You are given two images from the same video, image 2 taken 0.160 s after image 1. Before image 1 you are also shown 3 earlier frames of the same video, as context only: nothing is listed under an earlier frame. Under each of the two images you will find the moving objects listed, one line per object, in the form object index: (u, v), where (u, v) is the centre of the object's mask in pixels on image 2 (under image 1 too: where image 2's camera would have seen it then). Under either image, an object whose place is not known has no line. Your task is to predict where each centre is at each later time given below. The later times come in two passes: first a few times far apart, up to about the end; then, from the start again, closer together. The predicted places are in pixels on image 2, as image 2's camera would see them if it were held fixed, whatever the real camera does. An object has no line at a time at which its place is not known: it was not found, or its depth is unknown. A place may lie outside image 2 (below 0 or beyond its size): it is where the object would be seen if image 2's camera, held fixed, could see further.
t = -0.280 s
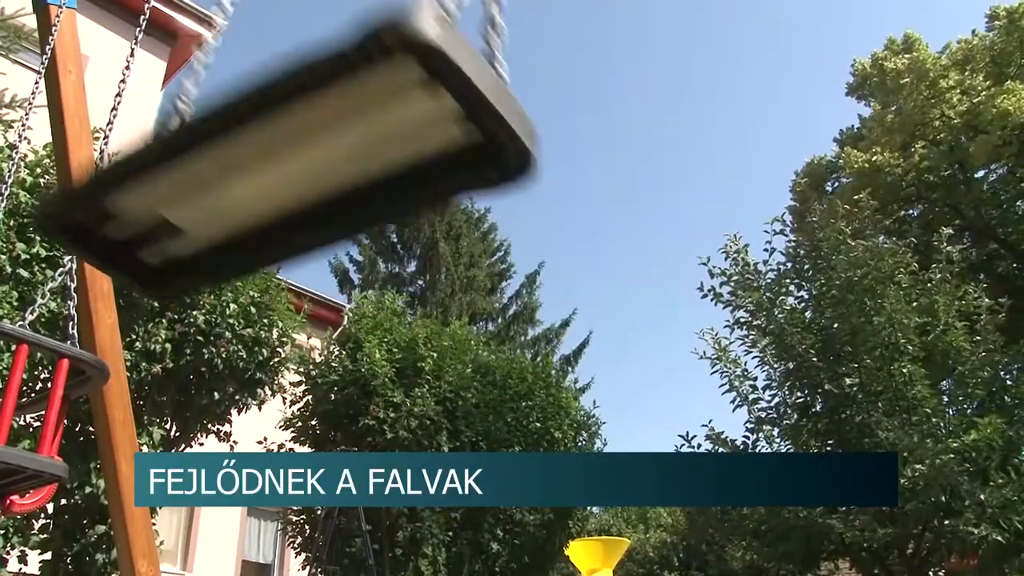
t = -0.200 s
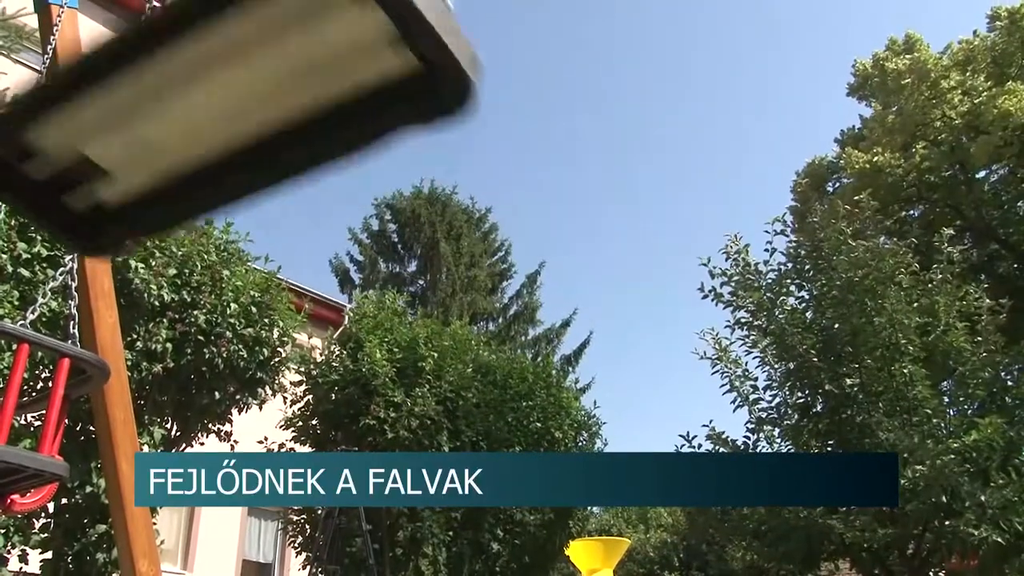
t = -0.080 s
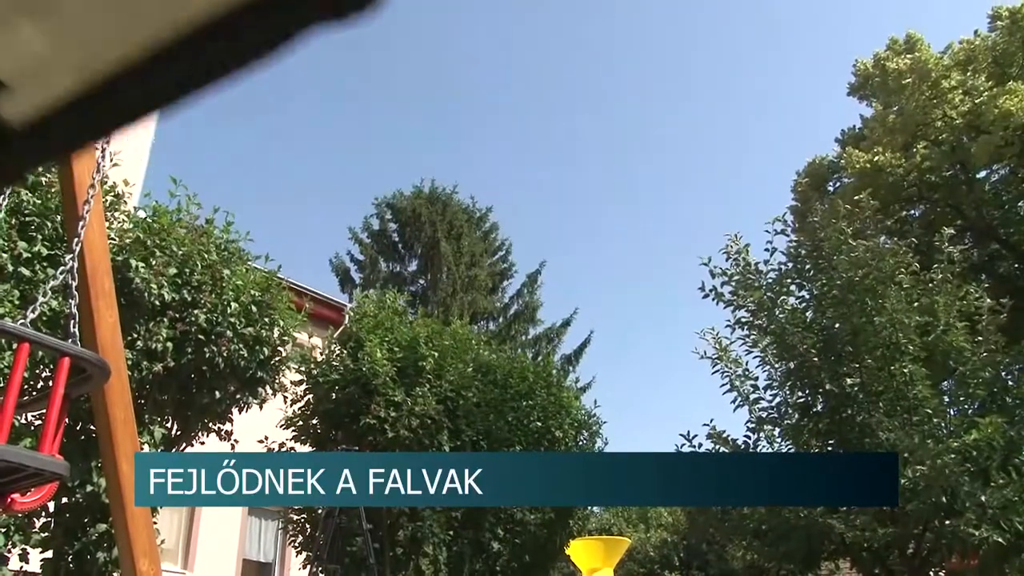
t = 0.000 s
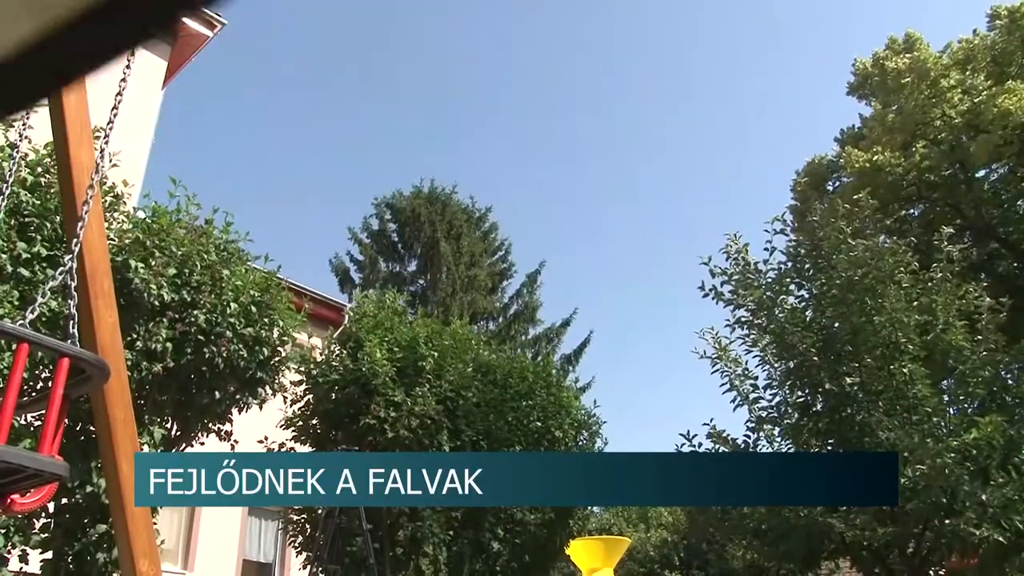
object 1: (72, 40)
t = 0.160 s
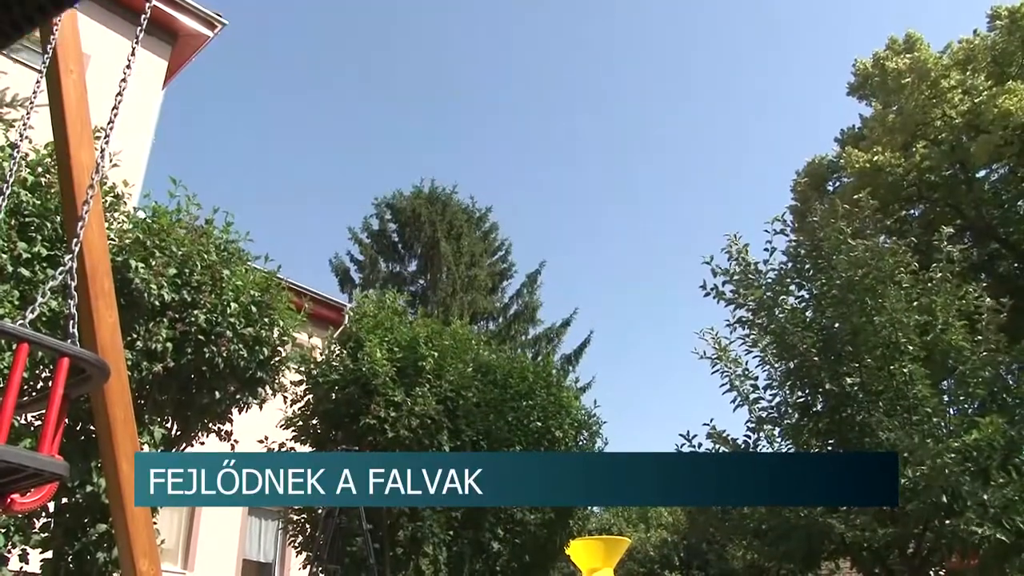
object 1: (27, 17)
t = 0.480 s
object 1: (162, 81)
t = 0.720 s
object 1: (423, 229)
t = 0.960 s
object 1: (566, 342)
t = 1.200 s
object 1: (630, 372)
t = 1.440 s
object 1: (642, 376)
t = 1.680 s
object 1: (616, 374)
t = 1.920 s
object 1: (542, 341)
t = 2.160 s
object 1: (393, 224)
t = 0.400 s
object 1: (94, 58)
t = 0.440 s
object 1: (125, 71)
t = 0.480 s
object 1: (162, 81)
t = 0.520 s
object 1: (205, 96)
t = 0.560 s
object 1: (255, 114)
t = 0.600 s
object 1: (304, 132)
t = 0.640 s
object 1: (352, 164)
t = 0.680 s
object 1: (389, 198)
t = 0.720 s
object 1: (423, 229)
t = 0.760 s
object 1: (455, 257)
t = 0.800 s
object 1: (483, 281)
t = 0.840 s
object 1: (507, 301)
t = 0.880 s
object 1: (527, 318)
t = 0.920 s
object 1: (548, 331)
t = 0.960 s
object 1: (566, 342)
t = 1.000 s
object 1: (582, 351)
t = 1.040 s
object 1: (593, 358)
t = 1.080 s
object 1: (606, 364)
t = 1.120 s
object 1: (615, 368)
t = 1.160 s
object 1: (623, 371)
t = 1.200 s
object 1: (630, 372)
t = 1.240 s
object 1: (635, 374)
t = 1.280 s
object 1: (638, 375)
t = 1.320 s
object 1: (641, 375)
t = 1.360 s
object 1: (642, 376)
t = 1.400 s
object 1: (643, 376)
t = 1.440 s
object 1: (642, 376)
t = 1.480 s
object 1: (641, 377)
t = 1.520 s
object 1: (638, 377)
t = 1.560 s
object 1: (635, 376)
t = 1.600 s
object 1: (630, 376)
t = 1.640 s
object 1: (625, 375)
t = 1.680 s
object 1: (616, 374)
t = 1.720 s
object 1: (608, 371)
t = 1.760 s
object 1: (597, 368)
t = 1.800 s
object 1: (587, 364)
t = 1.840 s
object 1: (575, 357)
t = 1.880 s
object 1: (559, 352)
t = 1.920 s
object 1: (542, 341)
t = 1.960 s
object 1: (523, 328)
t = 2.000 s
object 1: (503, 314)
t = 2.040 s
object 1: (480, 296)
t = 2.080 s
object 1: (451, 276)
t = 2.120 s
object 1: (424, 251)
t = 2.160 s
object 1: (393, 224)
